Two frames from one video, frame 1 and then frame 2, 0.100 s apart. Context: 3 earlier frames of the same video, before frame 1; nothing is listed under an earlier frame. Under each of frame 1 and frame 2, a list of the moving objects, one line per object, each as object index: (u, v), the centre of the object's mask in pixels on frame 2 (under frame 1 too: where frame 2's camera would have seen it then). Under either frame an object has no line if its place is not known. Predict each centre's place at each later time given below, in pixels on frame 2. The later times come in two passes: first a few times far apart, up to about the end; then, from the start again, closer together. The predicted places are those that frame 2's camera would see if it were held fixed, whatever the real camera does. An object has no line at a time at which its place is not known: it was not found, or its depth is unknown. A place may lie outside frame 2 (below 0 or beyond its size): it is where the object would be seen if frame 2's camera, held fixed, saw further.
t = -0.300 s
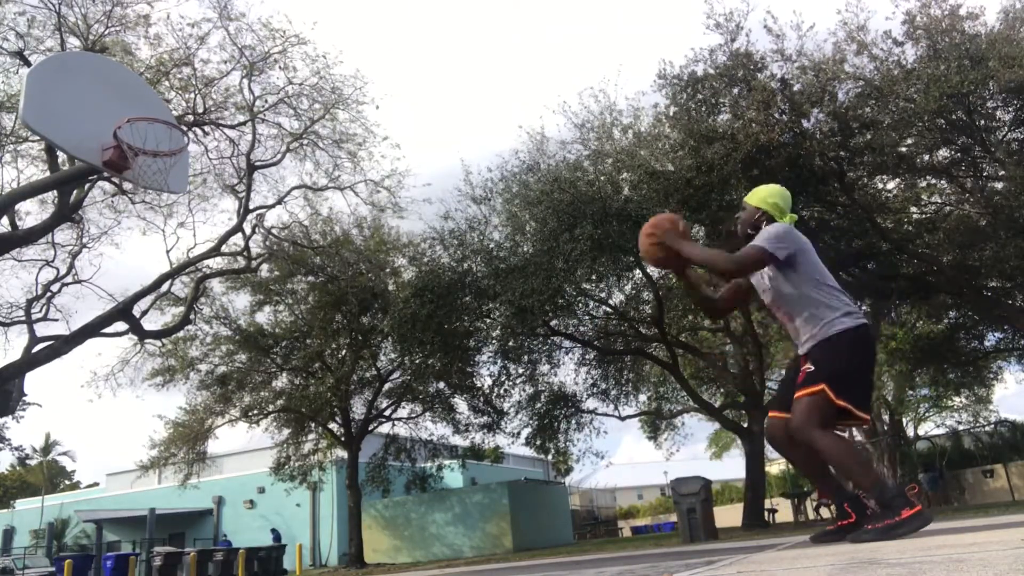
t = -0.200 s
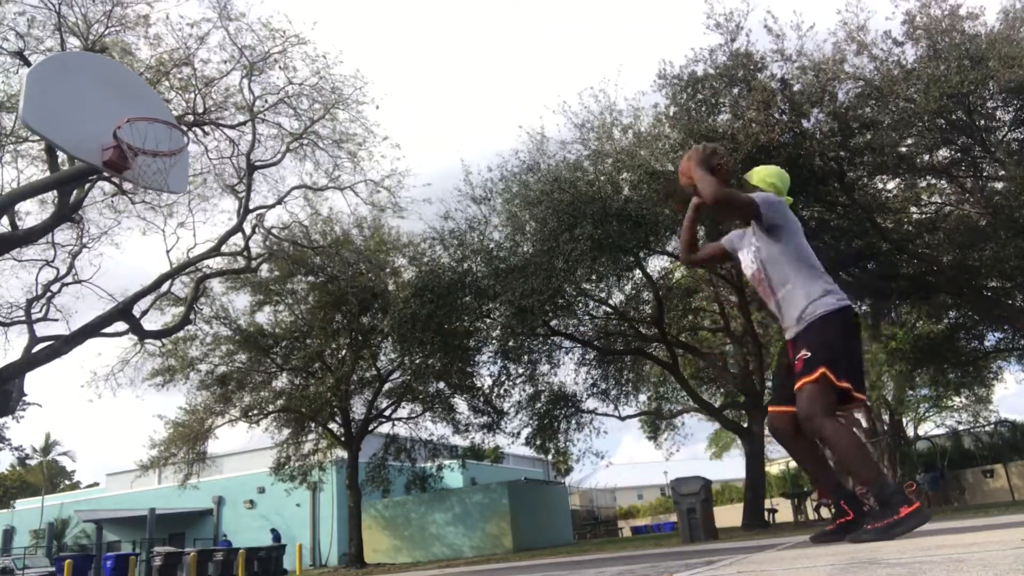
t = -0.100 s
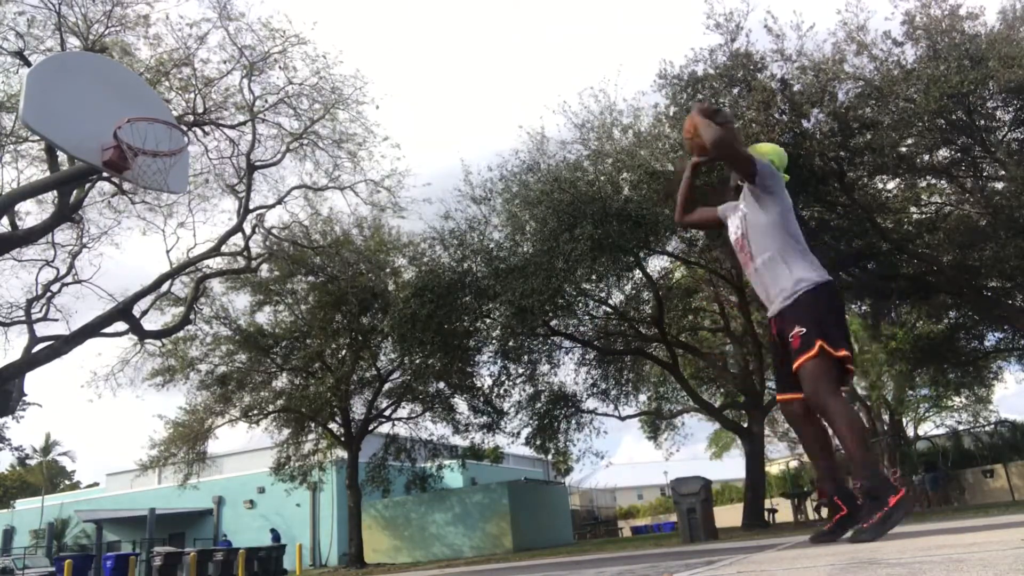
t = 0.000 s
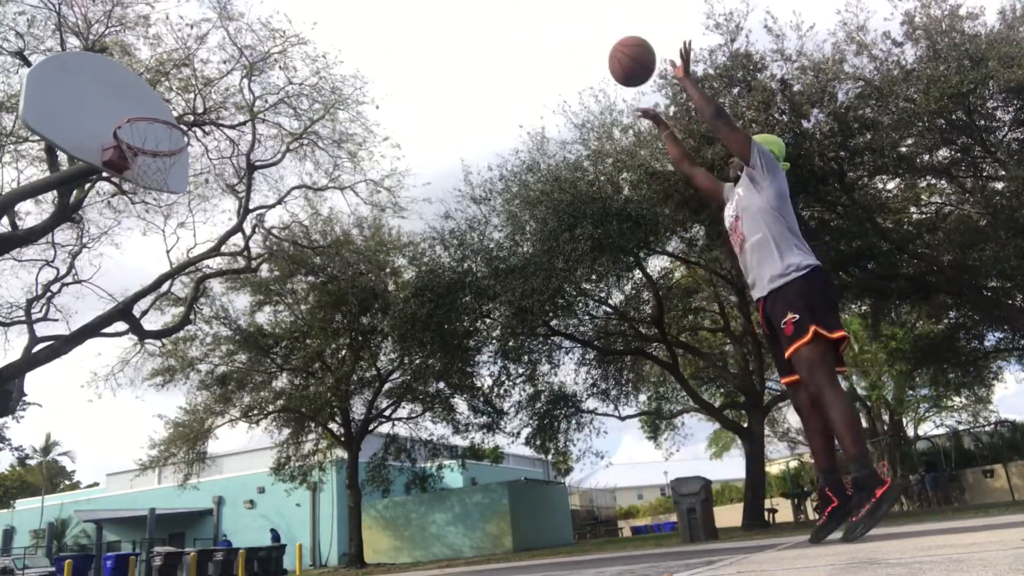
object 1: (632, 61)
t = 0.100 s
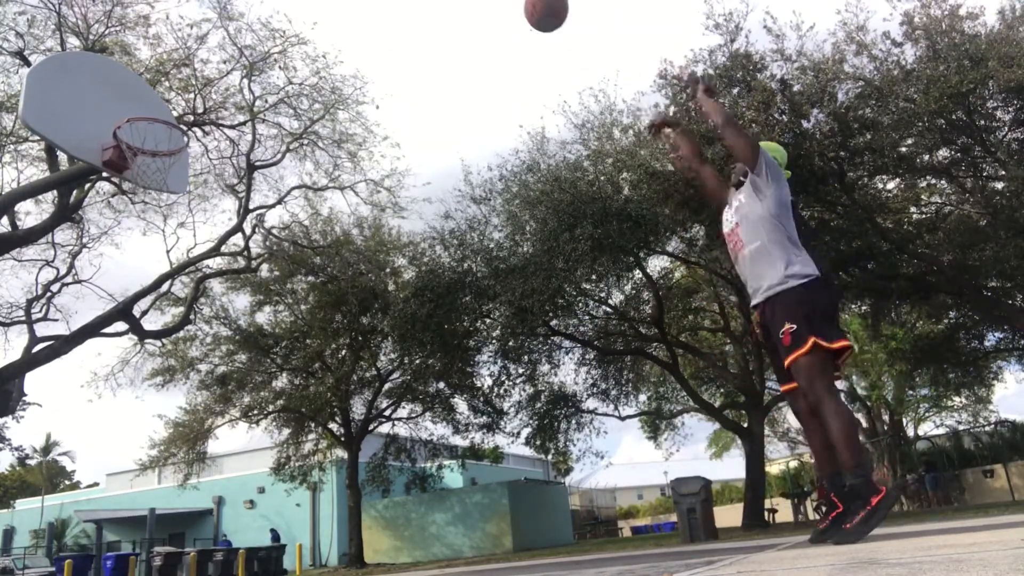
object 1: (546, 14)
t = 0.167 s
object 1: (497, 4)
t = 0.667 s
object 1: (224, 18)
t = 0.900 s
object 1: (136, 113)
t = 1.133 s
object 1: (170, 123)
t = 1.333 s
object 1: (233, 147)
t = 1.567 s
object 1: (306, 234)
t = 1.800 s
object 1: (384, 390)
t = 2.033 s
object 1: (453, 500)
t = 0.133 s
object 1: (521, 8)
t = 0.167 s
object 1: (497, 4)
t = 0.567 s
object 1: (271, 3)
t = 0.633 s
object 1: (239, 12)
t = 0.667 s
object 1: (224, 18)
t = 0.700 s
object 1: (208, 31)
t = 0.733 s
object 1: (194, 45)
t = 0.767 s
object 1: (180, 60)
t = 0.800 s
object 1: (165, 76)
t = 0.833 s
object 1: (151, 93)
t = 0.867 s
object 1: (138, 109)
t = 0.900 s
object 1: (136, 113)
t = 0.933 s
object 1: (134, 118)
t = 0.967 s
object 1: (133, 125)
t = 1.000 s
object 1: (132, 131)
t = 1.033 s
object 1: (138, 129)
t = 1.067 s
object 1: (149, 126)
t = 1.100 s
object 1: (160, 124)
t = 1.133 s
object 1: (170, 123)
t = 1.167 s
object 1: (181, 124)
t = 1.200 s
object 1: (192, 126)
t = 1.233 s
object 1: (202, 130)
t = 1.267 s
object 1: (212, 134)
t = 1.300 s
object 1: (222, 141)
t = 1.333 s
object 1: (233, 147)
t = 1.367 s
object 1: (243, 156)
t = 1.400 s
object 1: (253, 166)
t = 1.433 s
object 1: (263, 176)
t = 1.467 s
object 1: (274, 189)
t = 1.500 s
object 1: (284, 202)
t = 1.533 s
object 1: (295, 217)
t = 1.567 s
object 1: (306, 234)
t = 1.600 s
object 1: (316, 252)
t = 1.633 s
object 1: (327, 271)
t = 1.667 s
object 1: (339, 290)
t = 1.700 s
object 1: (349, 313)
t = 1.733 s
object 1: (360, 337)
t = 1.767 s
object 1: (371, 362)
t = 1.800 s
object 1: (384, 390)
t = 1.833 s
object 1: (395, 419)
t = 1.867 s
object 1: (408, 450)
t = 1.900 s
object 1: (421, 483)
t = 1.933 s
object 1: (432, 518)
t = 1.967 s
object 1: (445, 555)
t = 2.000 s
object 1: (449, 530)
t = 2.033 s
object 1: (453, 500)
